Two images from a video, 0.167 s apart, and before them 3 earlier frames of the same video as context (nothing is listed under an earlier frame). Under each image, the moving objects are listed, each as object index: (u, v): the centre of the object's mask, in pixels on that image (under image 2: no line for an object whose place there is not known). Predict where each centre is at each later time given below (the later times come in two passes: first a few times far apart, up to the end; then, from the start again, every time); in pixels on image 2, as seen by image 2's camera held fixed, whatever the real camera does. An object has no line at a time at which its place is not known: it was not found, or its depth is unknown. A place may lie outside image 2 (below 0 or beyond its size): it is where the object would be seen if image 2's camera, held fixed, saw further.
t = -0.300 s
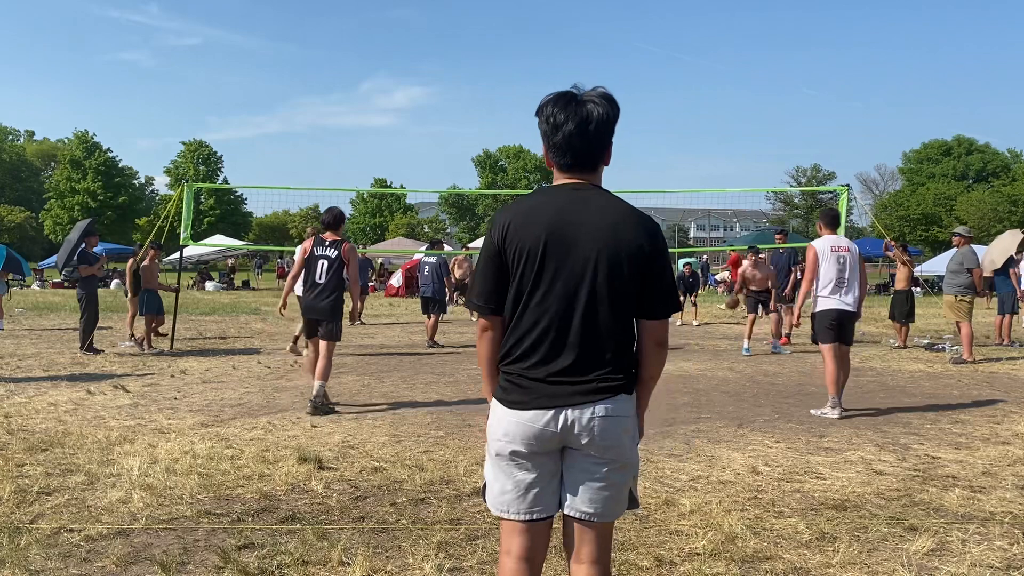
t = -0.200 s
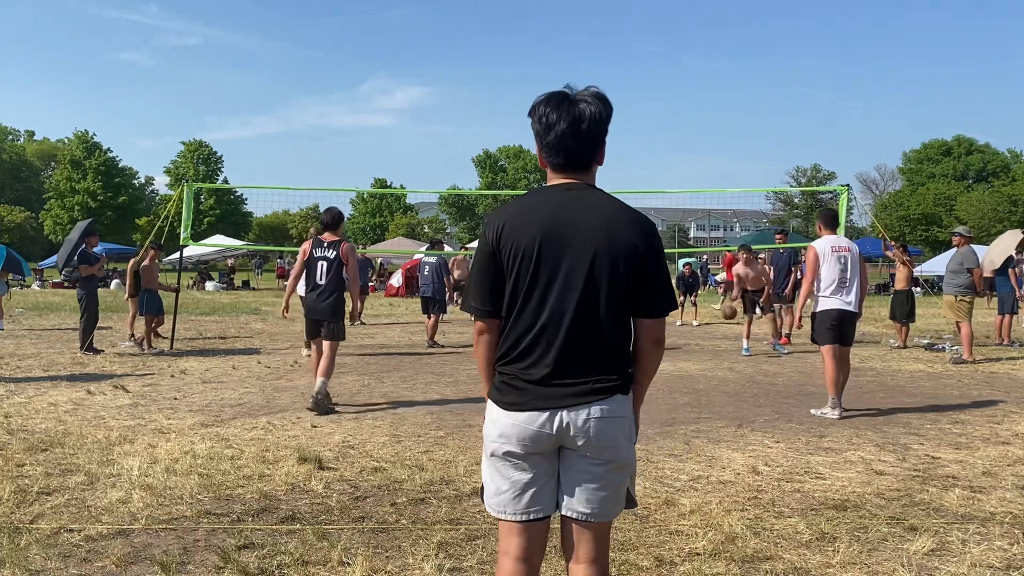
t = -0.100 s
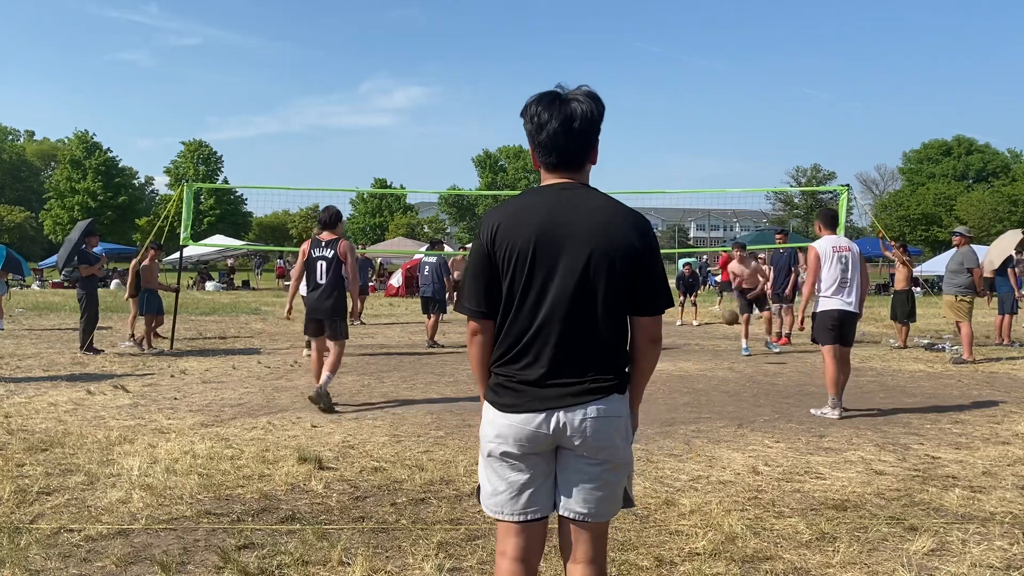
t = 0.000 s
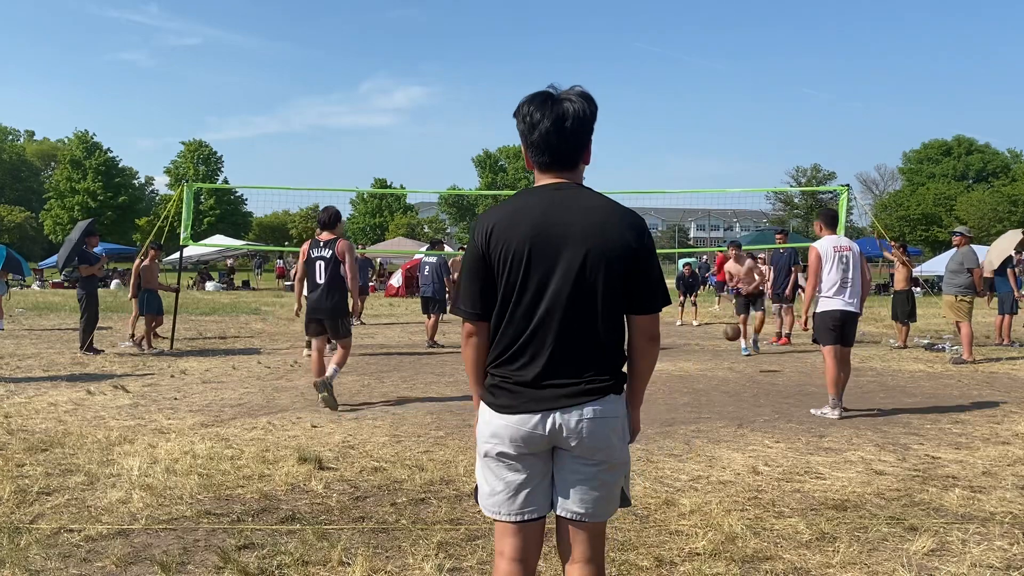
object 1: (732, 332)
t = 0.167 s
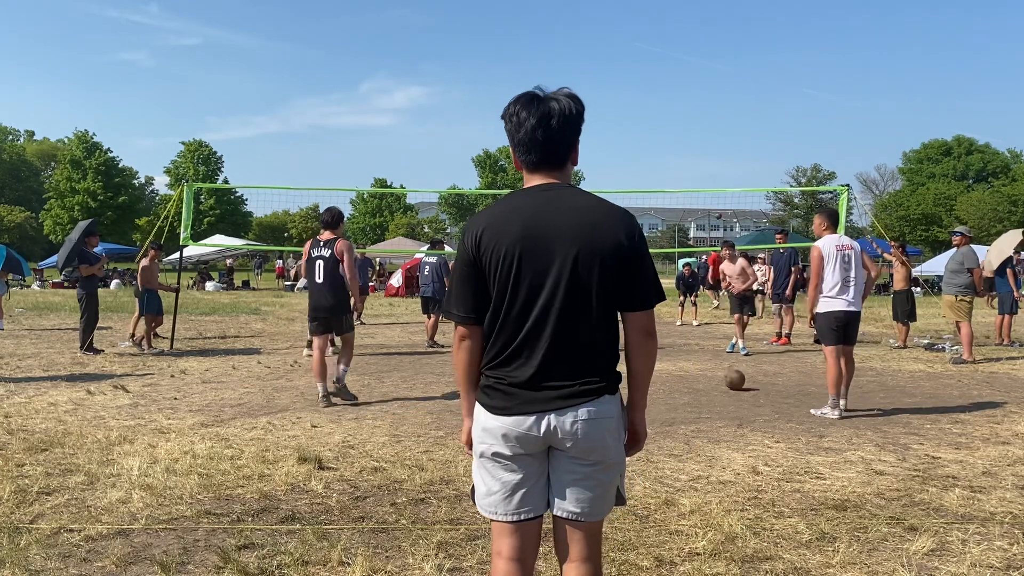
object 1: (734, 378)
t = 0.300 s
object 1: (733, 367)
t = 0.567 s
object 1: (730, 407)
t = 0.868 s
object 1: (727, 447)
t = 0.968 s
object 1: (726, 494)
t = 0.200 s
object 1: (734, 375)
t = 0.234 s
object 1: (733, 370)
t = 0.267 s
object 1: (733, 368)
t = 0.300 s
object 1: (733, 367)
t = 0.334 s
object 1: (733, 367)
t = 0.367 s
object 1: (732, 368)
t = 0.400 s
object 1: (731, 370)
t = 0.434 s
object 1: (731, 374)
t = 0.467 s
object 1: (731, 380)
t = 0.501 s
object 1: (730, 387)
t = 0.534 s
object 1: (730, 396)
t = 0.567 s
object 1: (730, 407)
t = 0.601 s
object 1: (729, 421)
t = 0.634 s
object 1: (728, 425)
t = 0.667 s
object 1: (728, 424)
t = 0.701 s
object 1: (728, 423)
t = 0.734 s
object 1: (728, 423)
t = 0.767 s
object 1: (728, 426)
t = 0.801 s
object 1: (727, 430)
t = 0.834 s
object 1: (727, 437)
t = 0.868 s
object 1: (727, 447)
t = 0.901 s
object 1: (727, 459)
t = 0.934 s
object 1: (727, 475)
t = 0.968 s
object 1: (726, 494)
